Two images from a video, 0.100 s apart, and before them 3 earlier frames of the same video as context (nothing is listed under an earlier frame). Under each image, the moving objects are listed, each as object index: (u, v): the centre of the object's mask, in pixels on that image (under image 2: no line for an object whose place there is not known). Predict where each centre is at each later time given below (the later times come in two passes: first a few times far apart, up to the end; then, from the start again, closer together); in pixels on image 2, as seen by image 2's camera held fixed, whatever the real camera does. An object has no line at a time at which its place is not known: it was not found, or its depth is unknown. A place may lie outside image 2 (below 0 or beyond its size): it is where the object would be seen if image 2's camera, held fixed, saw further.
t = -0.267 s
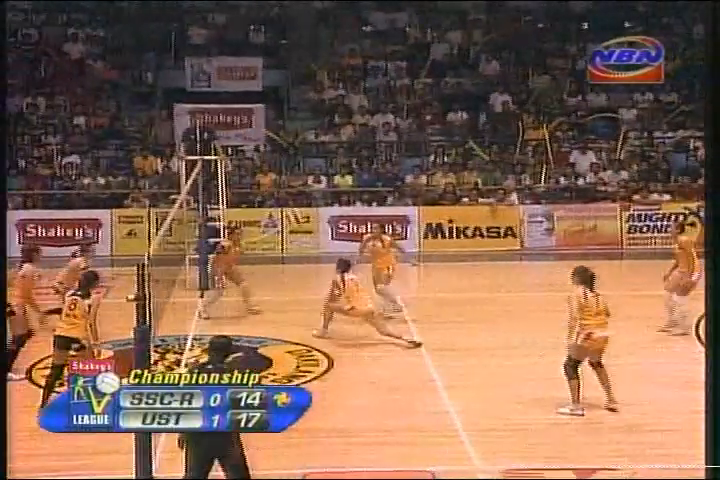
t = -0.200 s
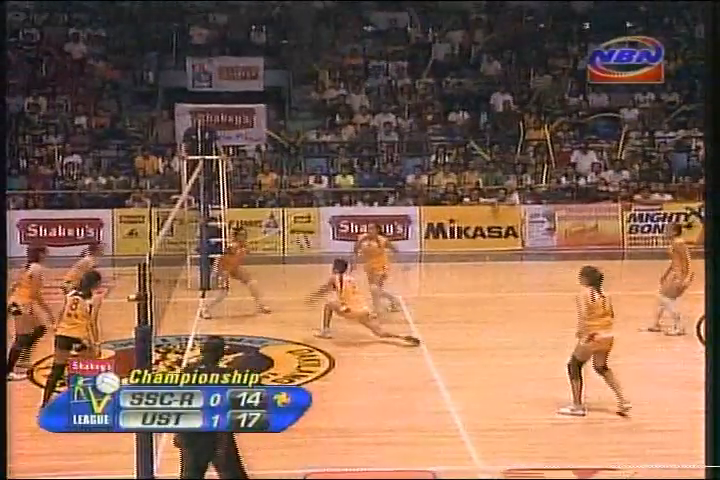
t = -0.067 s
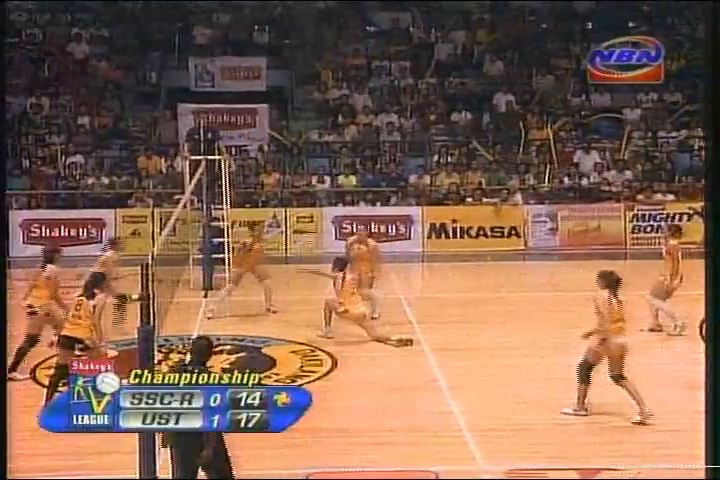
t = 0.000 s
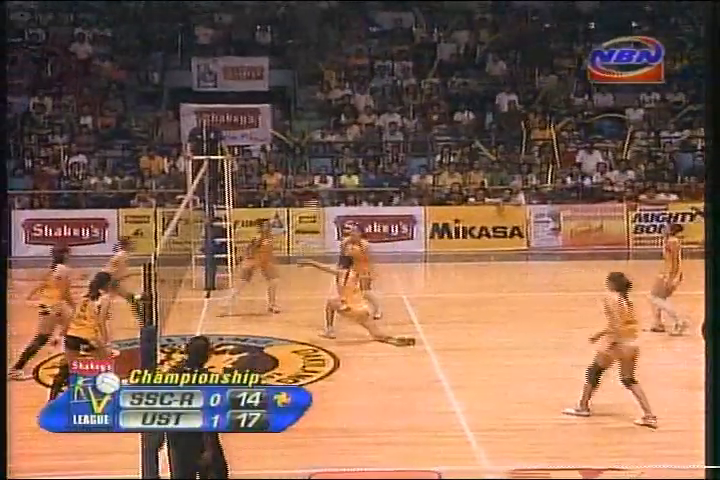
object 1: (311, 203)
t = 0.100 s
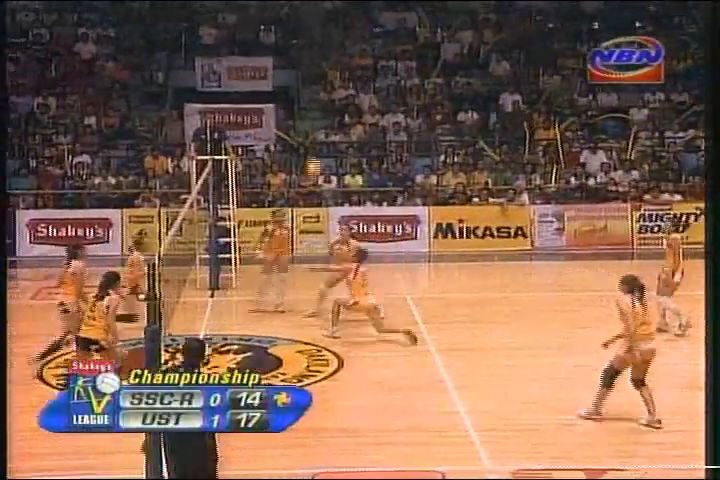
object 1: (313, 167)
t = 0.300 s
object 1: (308, 106)
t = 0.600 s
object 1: (301, 66)
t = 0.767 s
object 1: (298, 69)
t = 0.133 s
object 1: (312, 156)
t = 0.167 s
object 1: (310, 144)
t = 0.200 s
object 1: (310, 133)
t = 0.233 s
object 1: (309, 122)
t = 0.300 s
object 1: (308, 106)
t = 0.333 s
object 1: (308, 99)
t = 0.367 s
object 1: (307, 92)
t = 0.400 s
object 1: (307, 86)
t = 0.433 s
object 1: (306, 81)
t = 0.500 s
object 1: (303, 72)
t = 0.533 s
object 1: (303, 70)
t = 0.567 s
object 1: (302, 67)
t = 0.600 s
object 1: (301, 66)
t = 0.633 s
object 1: (301, 66)
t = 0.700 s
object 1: (300, 66)
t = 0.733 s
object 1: (298, 67)
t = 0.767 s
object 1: (298, 69)
